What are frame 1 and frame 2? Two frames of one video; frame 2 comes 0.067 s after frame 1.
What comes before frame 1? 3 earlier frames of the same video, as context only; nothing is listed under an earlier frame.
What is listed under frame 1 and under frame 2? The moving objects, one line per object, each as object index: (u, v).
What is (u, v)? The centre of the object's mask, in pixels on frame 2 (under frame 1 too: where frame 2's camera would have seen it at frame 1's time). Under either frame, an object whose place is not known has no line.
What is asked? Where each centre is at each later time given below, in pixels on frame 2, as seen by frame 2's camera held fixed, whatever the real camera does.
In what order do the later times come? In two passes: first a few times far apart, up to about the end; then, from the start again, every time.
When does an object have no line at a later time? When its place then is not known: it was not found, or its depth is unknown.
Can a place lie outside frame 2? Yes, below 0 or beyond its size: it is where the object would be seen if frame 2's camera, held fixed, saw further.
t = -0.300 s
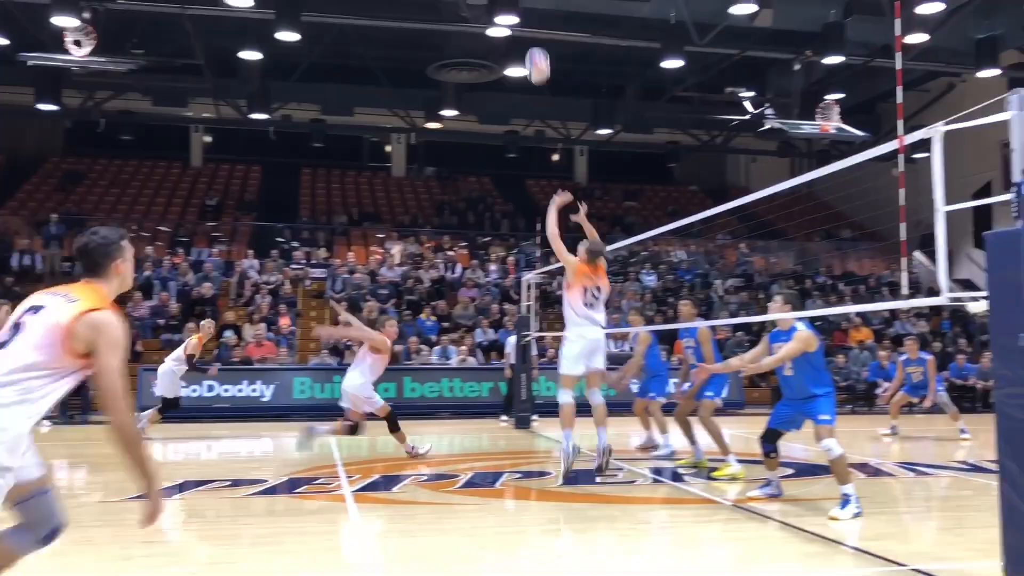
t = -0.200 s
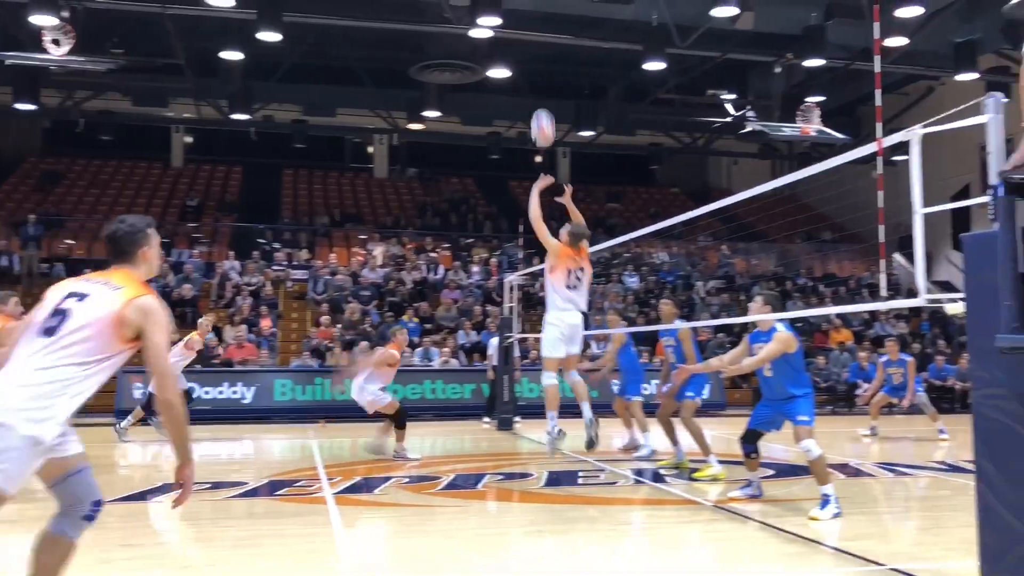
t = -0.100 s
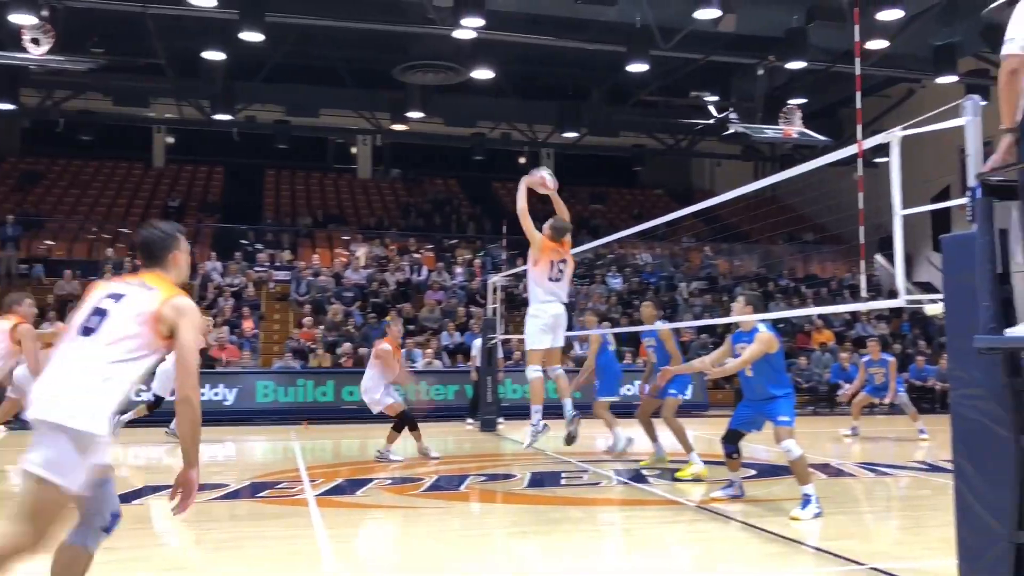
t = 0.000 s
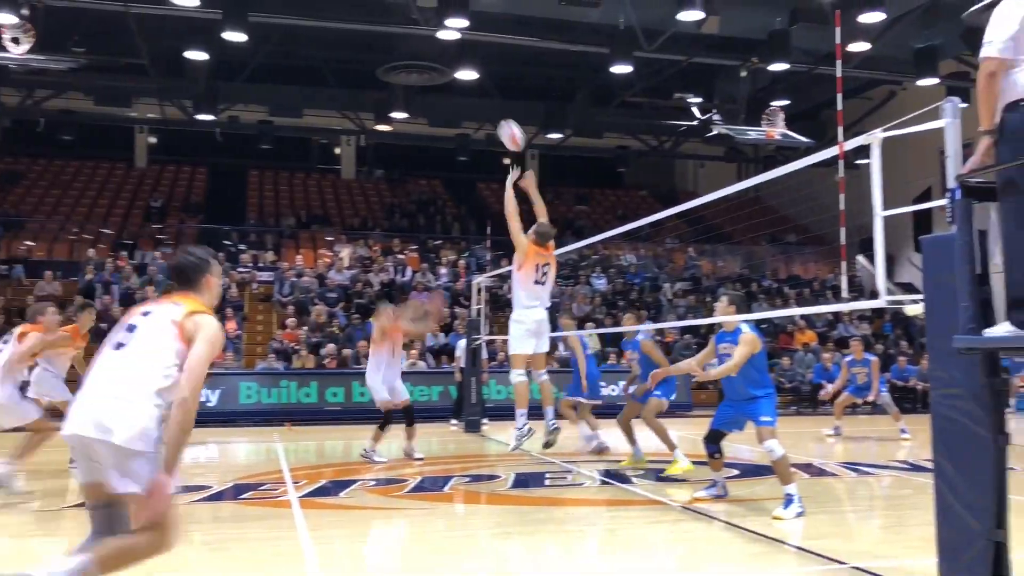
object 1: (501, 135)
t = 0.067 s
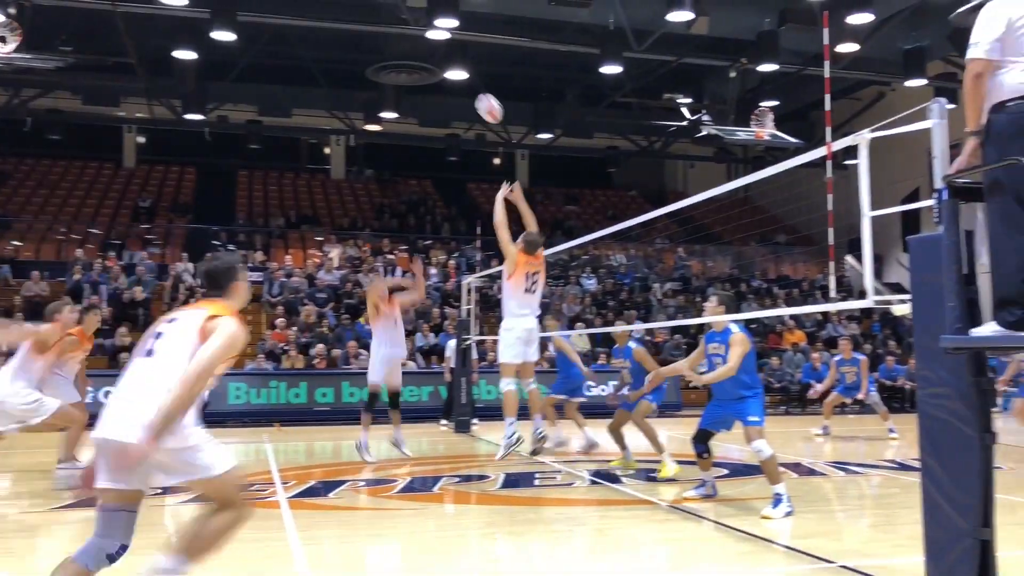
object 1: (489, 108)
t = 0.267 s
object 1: (454, 59)
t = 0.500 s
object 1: (418, 55)
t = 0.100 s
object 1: (483, 97)
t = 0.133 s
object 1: (477, 87)
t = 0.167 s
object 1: (473, 79)
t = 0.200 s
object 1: (467, 70)
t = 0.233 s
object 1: (460, 63)
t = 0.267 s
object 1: (454, 59)
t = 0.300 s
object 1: (449, 55)
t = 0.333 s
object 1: (443, 53)
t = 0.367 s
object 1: (438, 51)
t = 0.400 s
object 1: (433, 50)
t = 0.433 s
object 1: (428, 51)
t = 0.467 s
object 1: (423, 53)
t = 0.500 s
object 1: (418, 55)
